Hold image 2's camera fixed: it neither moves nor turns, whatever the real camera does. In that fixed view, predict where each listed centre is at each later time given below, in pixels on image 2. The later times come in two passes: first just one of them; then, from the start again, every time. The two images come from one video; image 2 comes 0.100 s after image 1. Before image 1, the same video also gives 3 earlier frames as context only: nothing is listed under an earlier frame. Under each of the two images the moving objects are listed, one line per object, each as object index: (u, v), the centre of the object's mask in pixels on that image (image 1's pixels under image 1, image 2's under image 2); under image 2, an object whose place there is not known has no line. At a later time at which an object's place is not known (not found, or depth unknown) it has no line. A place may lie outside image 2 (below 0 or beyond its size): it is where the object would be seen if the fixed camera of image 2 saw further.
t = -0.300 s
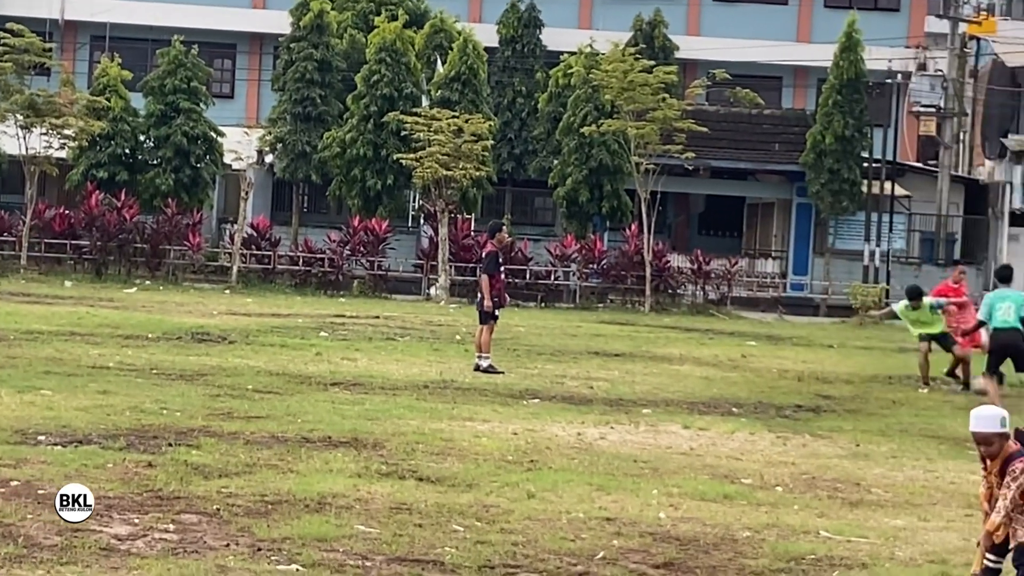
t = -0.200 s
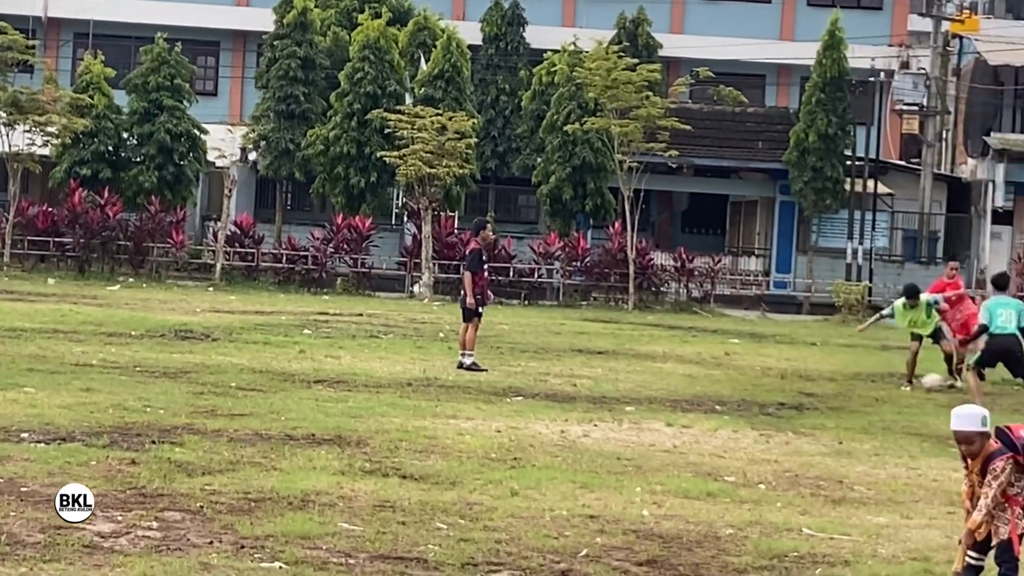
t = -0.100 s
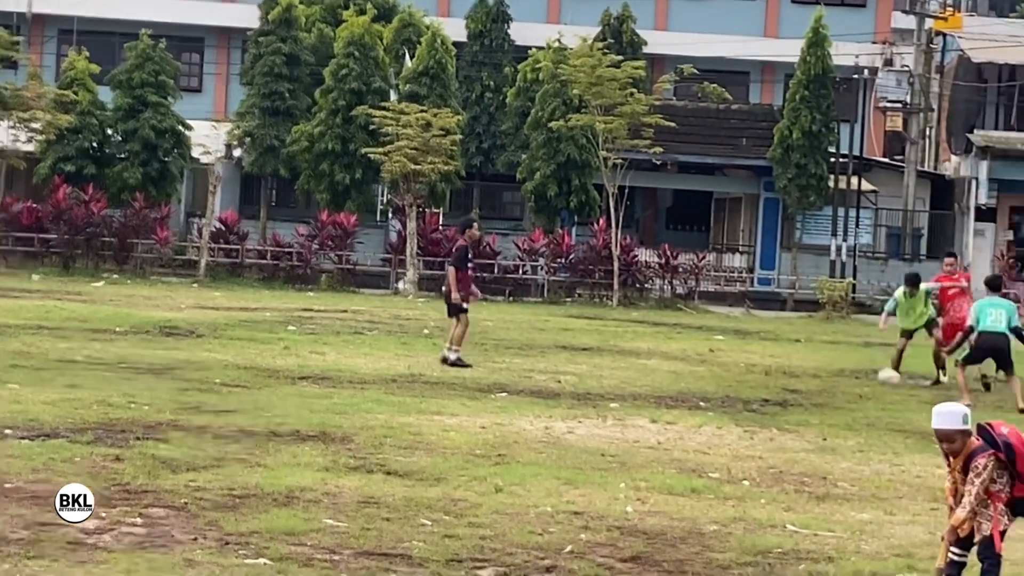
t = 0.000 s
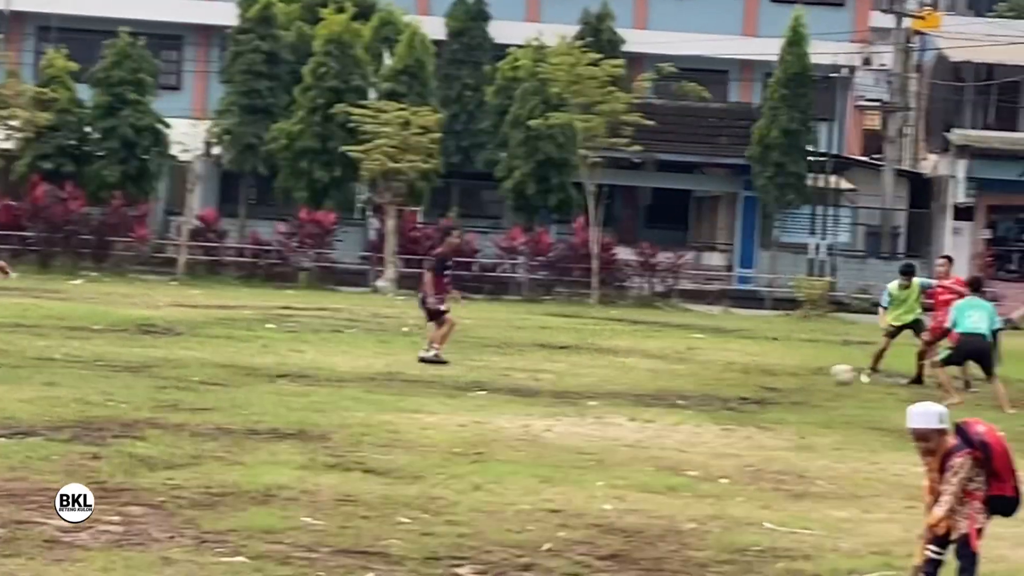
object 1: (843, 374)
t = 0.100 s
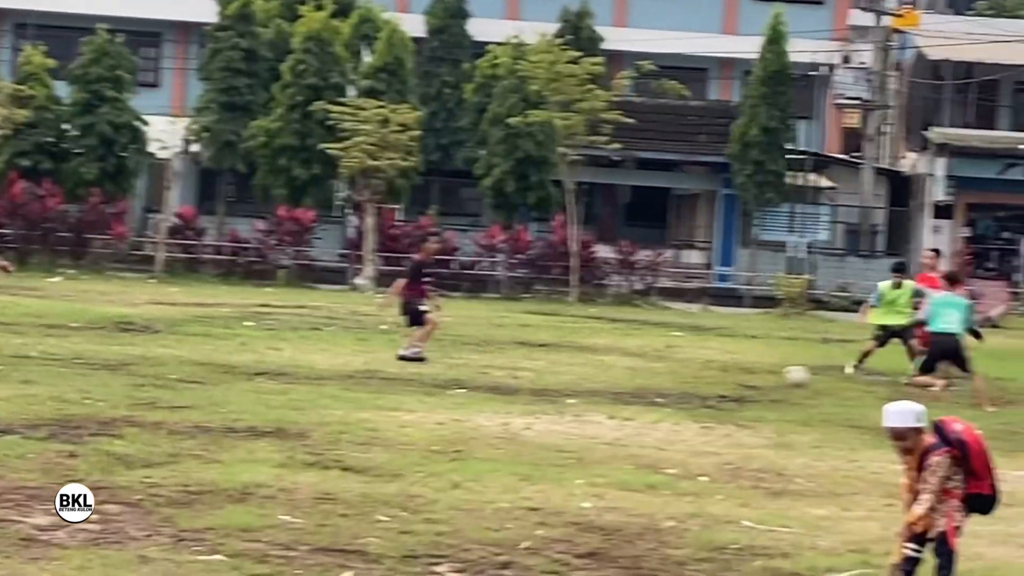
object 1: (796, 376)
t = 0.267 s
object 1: (747, 375)
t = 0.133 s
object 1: (786, 377)
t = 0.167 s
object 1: (776, 378)
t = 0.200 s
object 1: (767, 378)
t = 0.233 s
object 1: (757, 377)
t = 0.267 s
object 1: (747, 375)
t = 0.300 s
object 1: (741, 373)
